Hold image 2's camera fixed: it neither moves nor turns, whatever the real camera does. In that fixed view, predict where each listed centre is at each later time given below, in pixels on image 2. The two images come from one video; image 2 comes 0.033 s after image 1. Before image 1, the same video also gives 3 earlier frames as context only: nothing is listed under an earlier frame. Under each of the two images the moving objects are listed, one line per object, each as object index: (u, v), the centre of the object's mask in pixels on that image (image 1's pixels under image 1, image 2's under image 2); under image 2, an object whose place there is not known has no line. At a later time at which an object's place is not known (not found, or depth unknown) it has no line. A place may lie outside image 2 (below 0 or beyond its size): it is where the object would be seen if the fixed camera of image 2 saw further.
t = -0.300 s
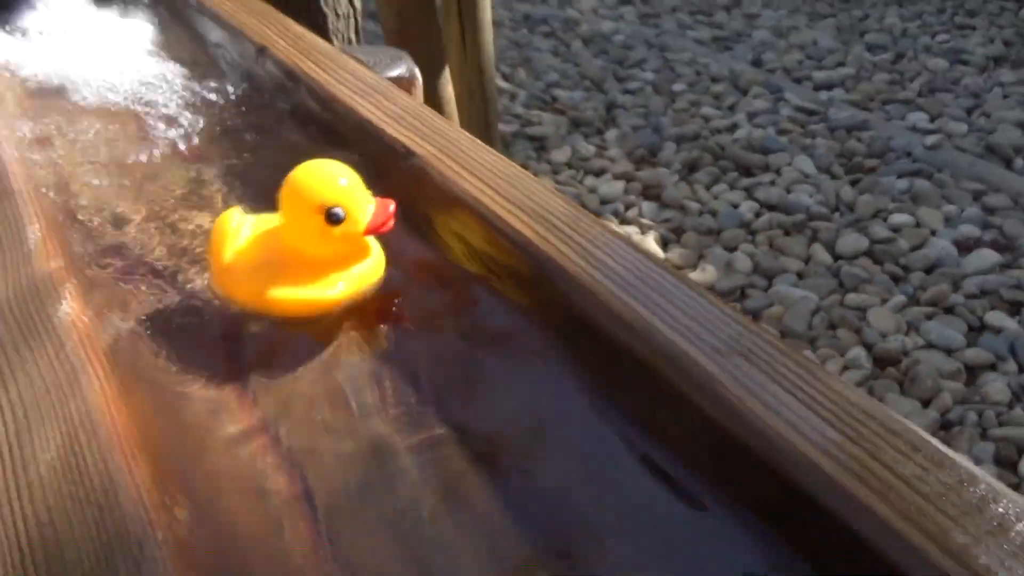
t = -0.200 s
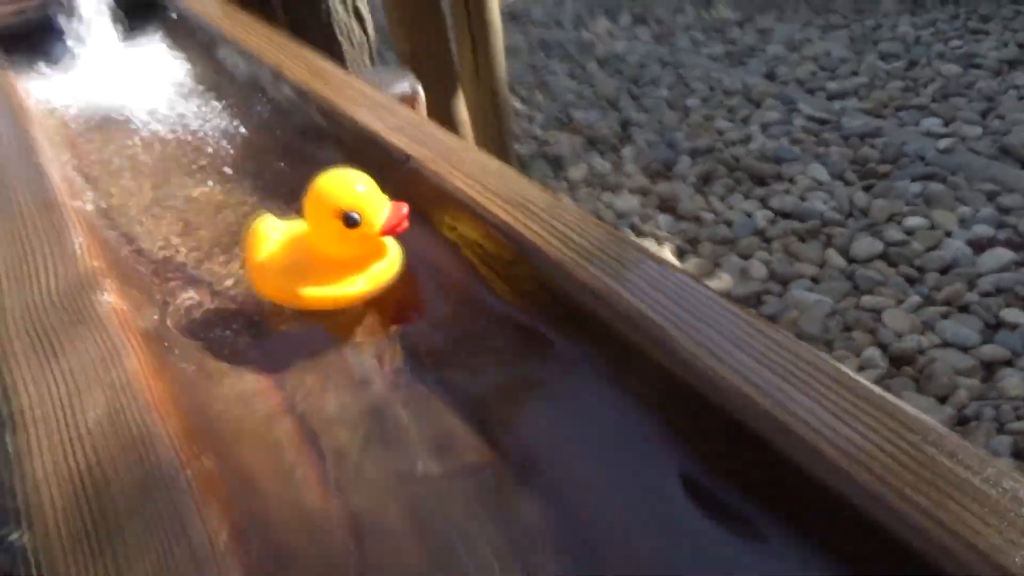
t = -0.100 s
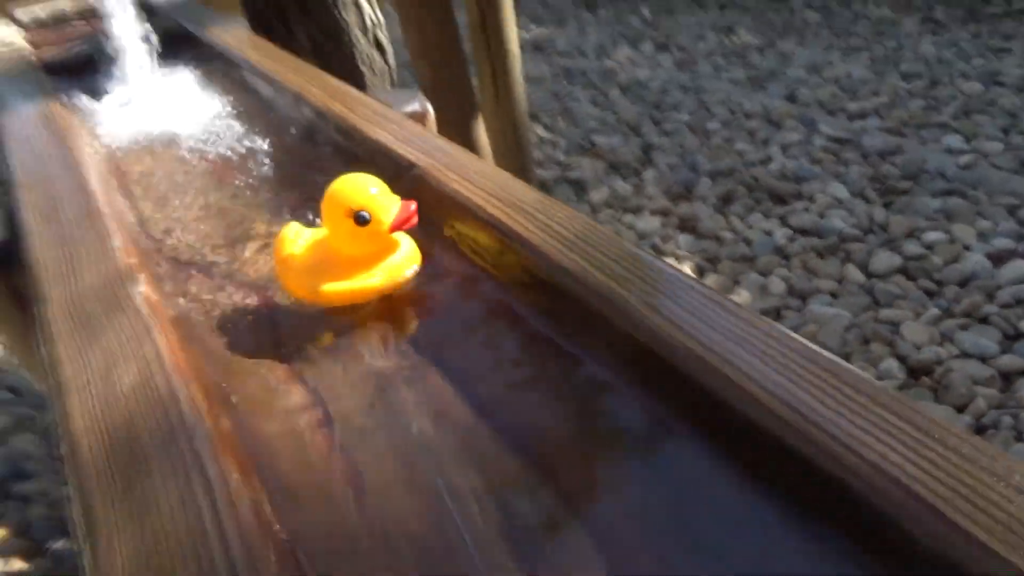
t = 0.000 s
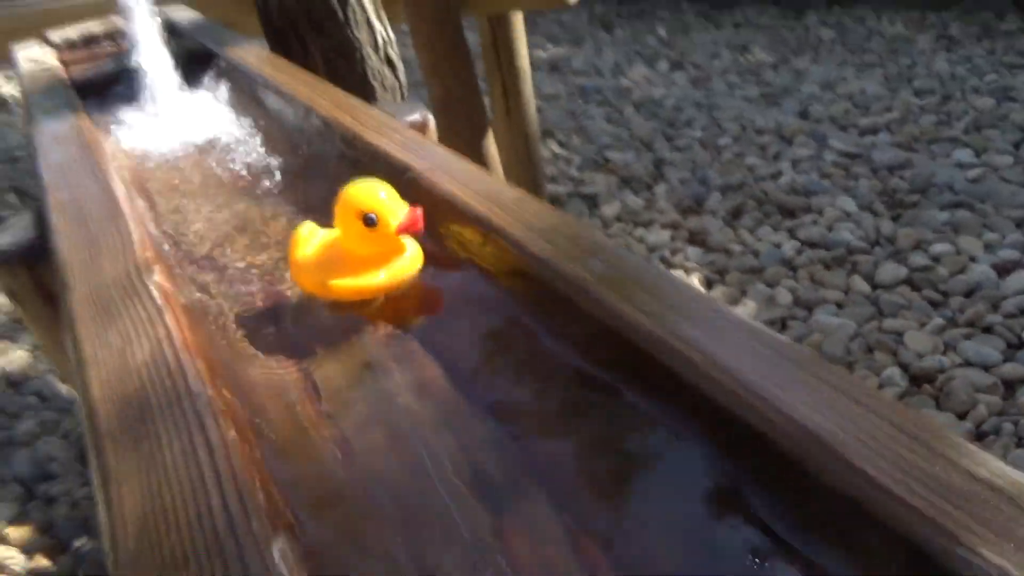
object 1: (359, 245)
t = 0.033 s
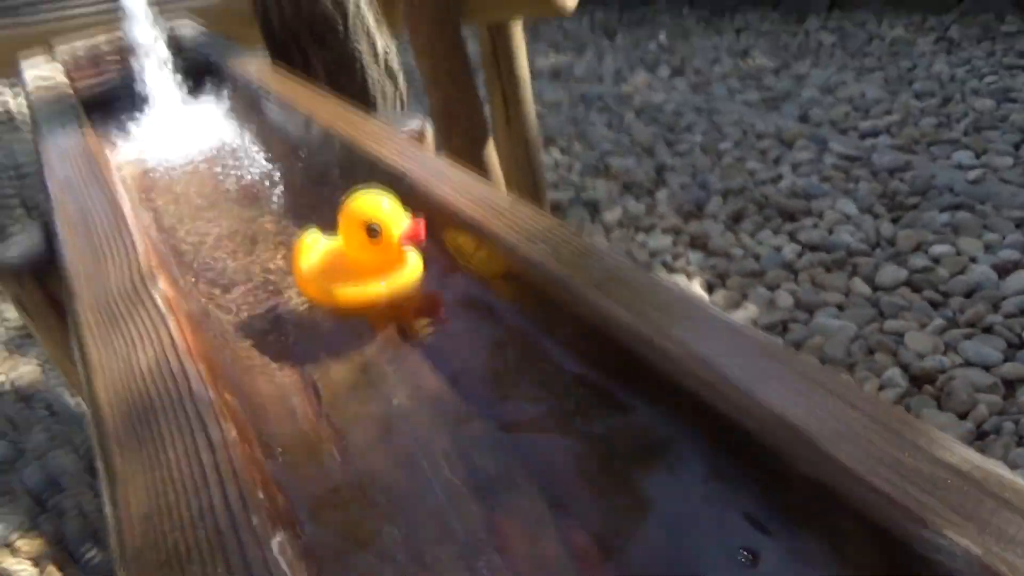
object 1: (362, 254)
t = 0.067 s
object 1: (363, 254)
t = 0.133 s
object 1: (368, 260)
